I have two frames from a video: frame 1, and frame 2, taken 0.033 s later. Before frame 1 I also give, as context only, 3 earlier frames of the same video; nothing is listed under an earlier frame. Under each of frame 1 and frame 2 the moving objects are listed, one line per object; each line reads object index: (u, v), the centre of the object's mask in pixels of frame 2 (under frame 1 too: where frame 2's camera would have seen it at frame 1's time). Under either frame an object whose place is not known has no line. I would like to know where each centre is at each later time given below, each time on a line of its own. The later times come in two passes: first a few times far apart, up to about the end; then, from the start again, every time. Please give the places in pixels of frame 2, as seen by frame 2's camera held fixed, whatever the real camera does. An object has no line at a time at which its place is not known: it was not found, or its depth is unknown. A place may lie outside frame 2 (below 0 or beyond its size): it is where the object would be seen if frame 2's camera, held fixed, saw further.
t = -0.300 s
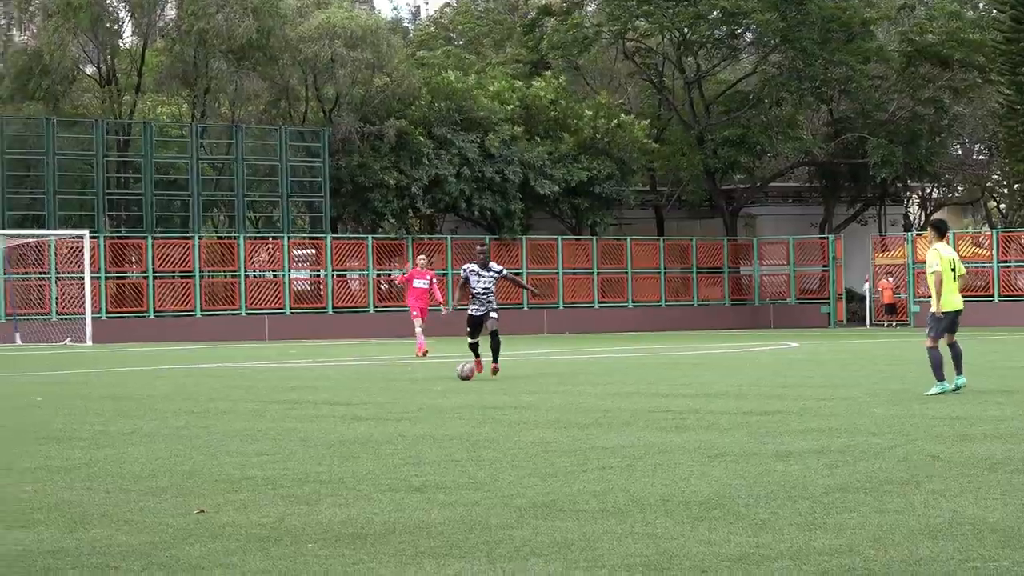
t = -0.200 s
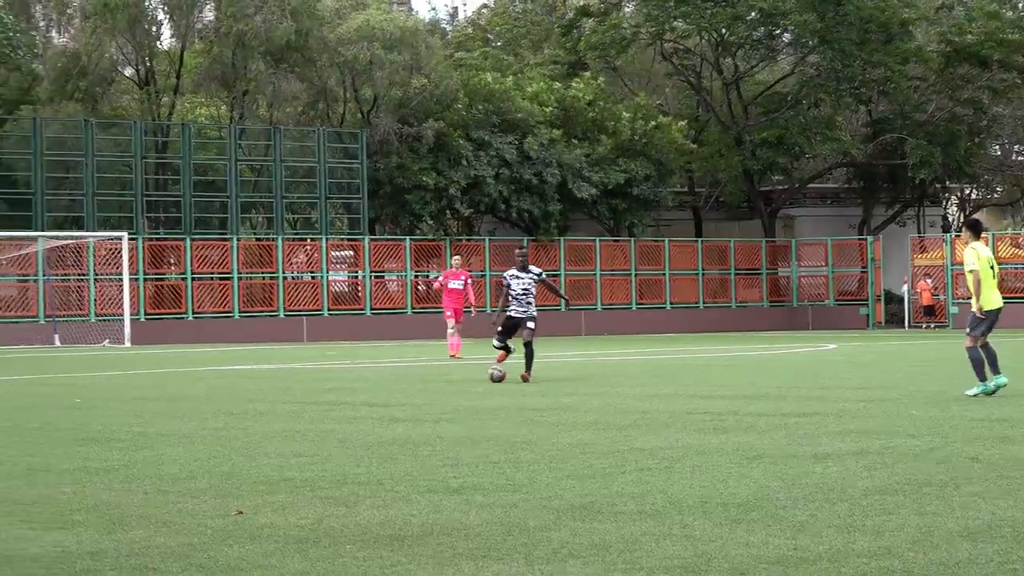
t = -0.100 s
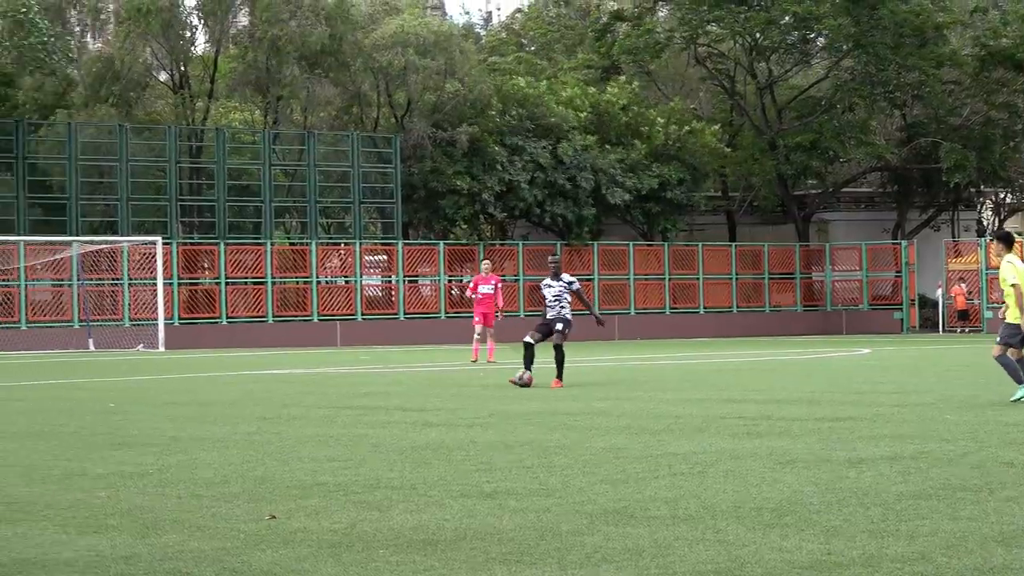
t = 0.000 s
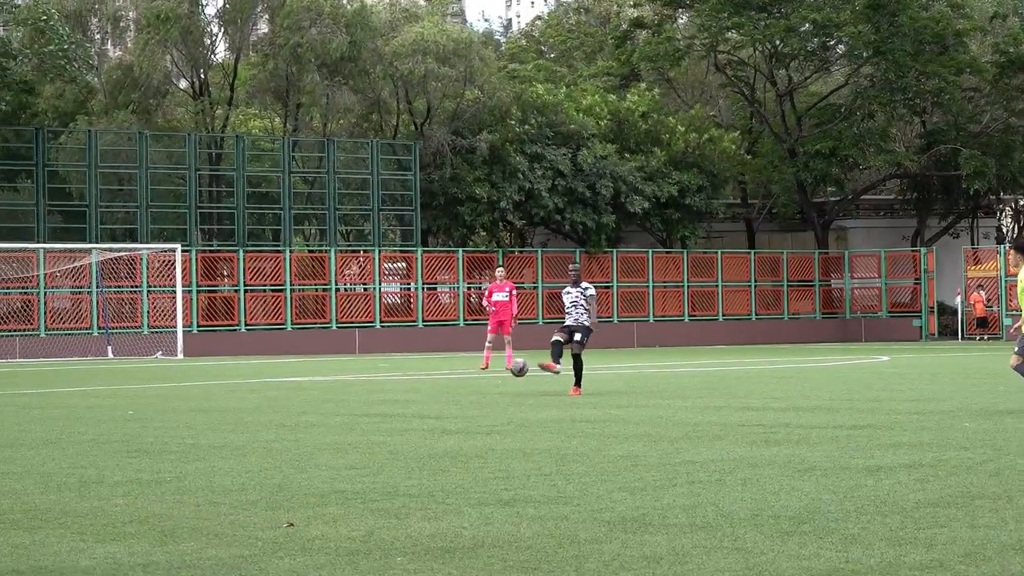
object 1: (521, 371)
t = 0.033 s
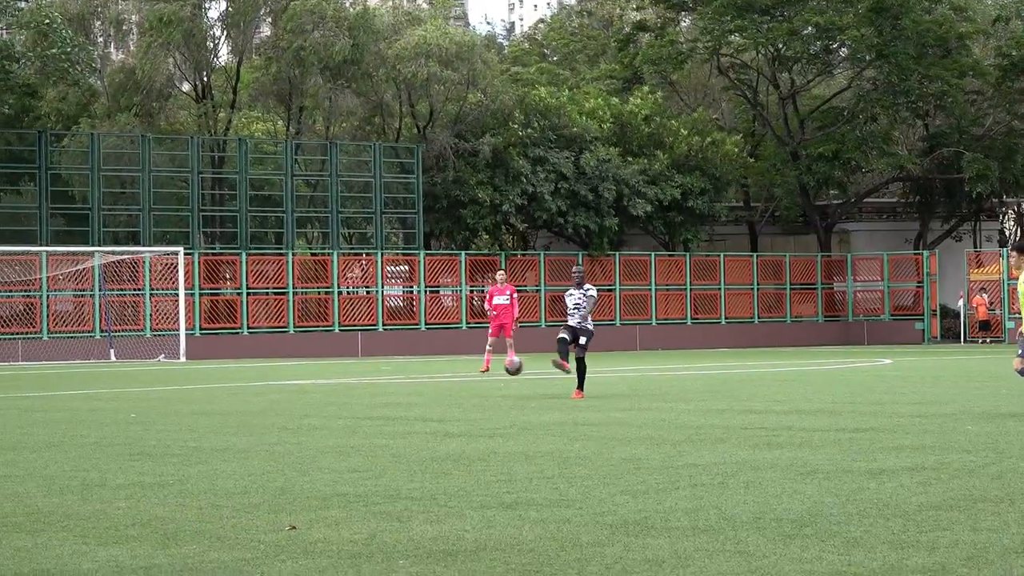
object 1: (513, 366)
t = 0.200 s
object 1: (473, 358)
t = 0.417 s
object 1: (420, 393)
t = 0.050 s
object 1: (509, 365)
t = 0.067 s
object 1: (506, 362)
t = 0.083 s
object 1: (501, 361)
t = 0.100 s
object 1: (498, 360)
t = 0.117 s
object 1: (494, 359)
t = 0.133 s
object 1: (490, 358)
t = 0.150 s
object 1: (486, 357)
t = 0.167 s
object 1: (482, 357)
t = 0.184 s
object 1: (478, 357)
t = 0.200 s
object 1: (473, 358)
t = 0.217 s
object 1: (470, 359)
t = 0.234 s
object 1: (466, 360)
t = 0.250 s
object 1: (462, 361)
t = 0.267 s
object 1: (458, 362)
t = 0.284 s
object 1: (454, 364)
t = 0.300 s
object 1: (450, 367)
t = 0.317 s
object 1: (446, 370)
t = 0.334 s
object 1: (442, 373)
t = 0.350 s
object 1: (438, 376)
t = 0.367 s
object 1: (433, 380)
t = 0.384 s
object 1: (429, 384)
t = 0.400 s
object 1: (424, 388)
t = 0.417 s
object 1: (420, 393)
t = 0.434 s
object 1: (415, 398)
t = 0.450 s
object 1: (410, 404)
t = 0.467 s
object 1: (405, 410)
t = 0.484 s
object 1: (400, 417)
